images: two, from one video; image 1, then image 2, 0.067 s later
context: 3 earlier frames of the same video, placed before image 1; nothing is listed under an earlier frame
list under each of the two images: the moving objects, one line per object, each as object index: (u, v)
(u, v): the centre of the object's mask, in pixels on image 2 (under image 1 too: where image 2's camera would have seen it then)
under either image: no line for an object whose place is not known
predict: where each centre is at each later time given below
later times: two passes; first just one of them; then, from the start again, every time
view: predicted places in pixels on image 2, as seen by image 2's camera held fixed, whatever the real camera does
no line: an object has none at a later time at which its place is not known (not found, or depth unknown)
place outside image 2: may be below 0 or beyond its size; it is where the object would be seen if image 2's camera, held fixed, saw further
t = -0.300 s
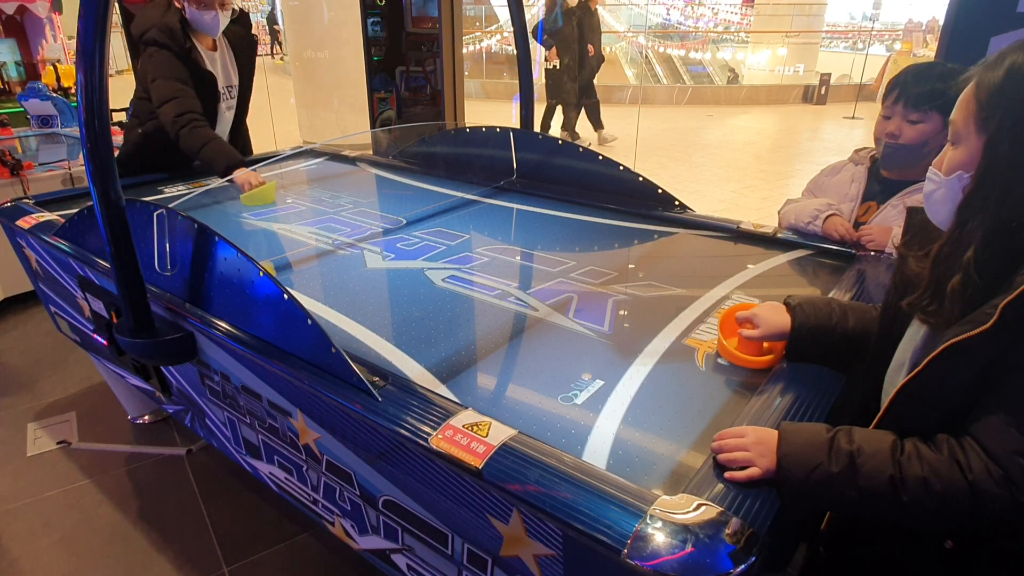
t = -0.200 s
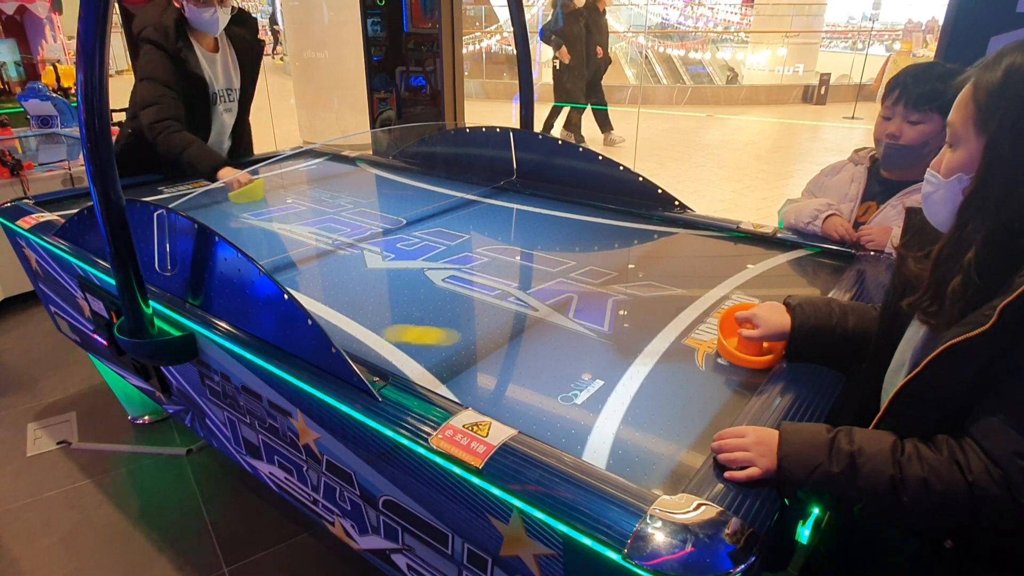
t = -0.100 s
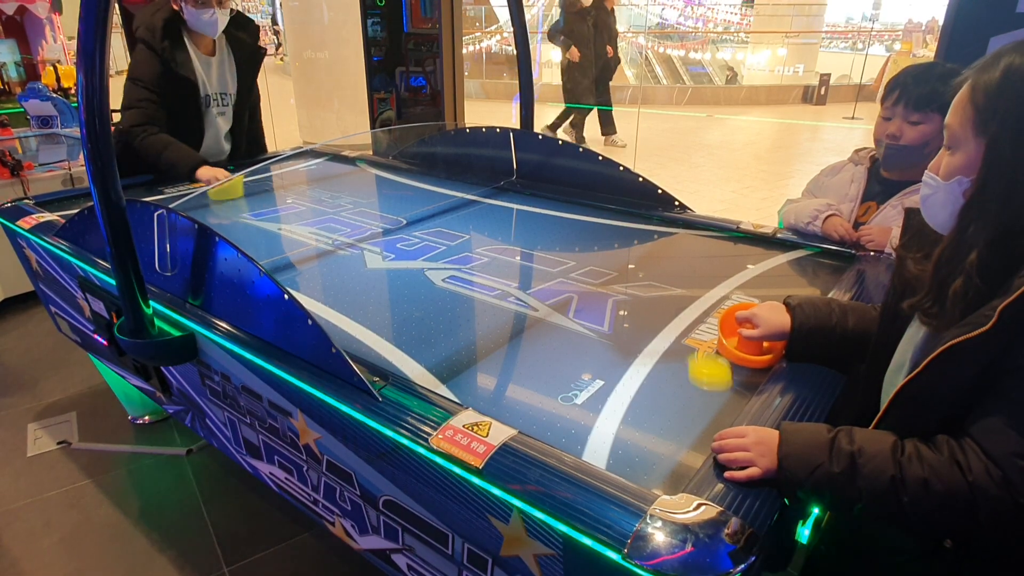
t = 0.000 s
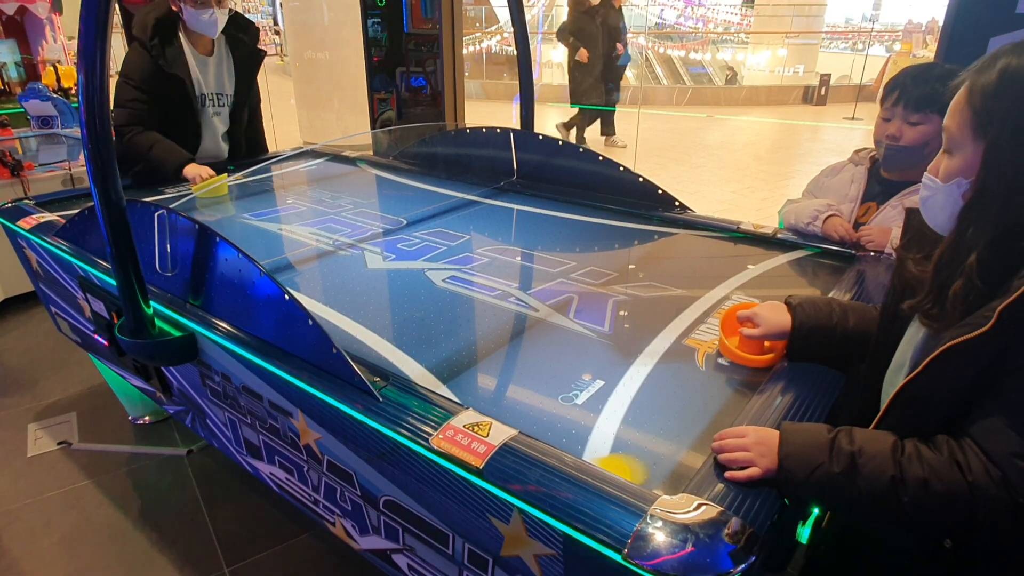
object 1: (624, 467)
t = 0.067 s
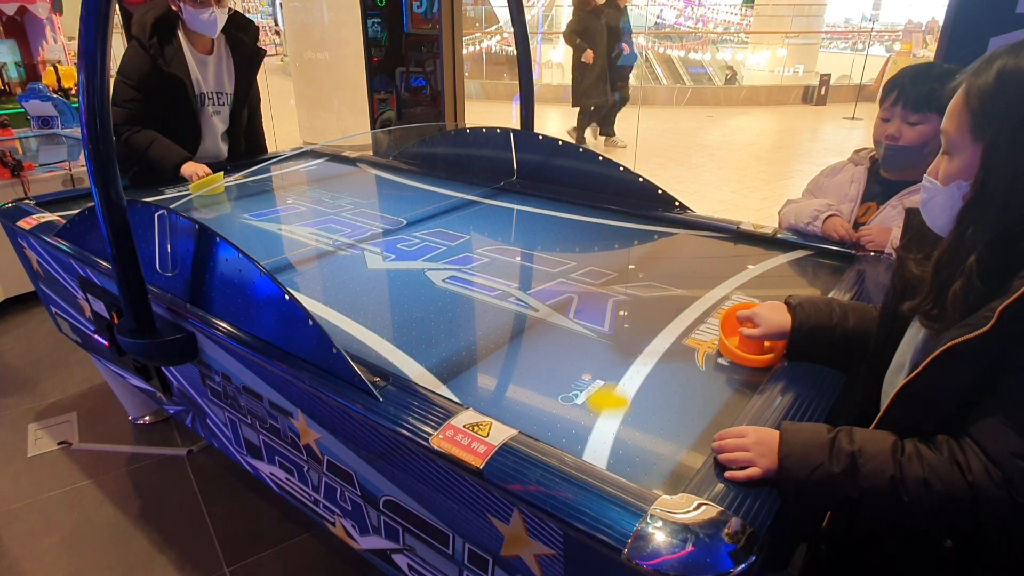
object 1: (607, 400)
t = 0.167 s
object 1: (612, 321)
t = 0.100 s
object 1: (609, 368)
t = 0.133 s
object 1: (611, 344)
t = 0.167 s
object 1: (612, 321)
